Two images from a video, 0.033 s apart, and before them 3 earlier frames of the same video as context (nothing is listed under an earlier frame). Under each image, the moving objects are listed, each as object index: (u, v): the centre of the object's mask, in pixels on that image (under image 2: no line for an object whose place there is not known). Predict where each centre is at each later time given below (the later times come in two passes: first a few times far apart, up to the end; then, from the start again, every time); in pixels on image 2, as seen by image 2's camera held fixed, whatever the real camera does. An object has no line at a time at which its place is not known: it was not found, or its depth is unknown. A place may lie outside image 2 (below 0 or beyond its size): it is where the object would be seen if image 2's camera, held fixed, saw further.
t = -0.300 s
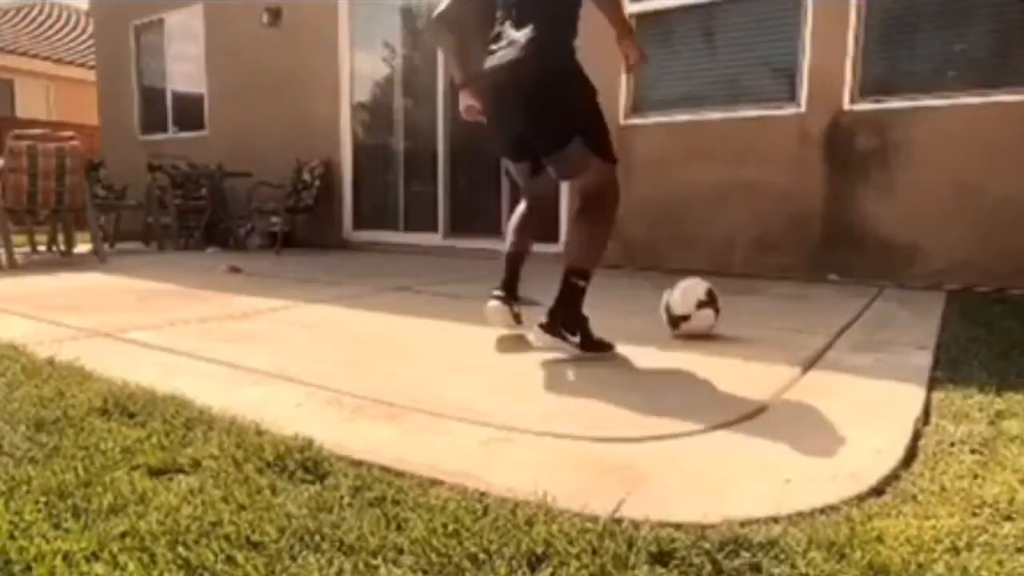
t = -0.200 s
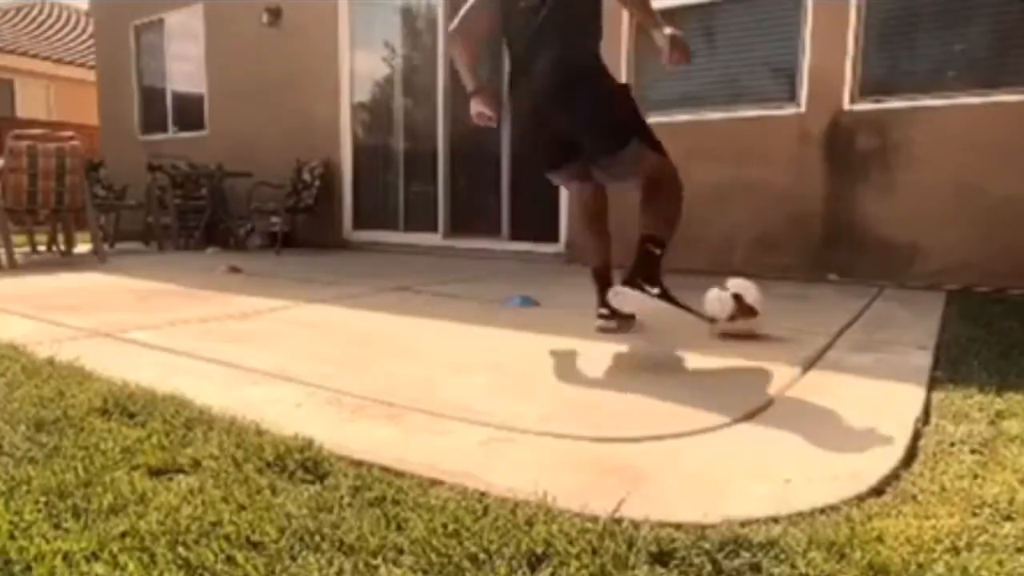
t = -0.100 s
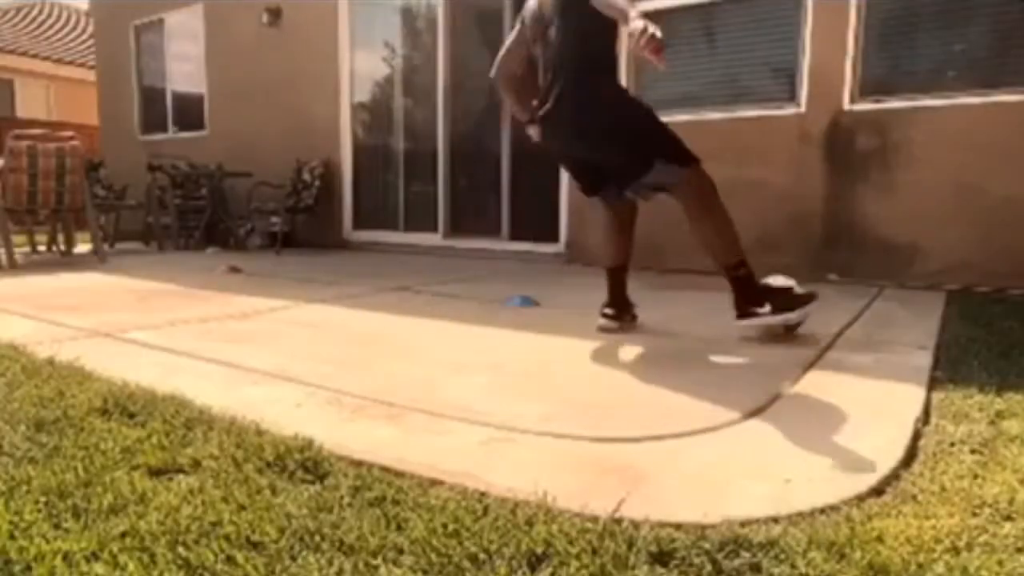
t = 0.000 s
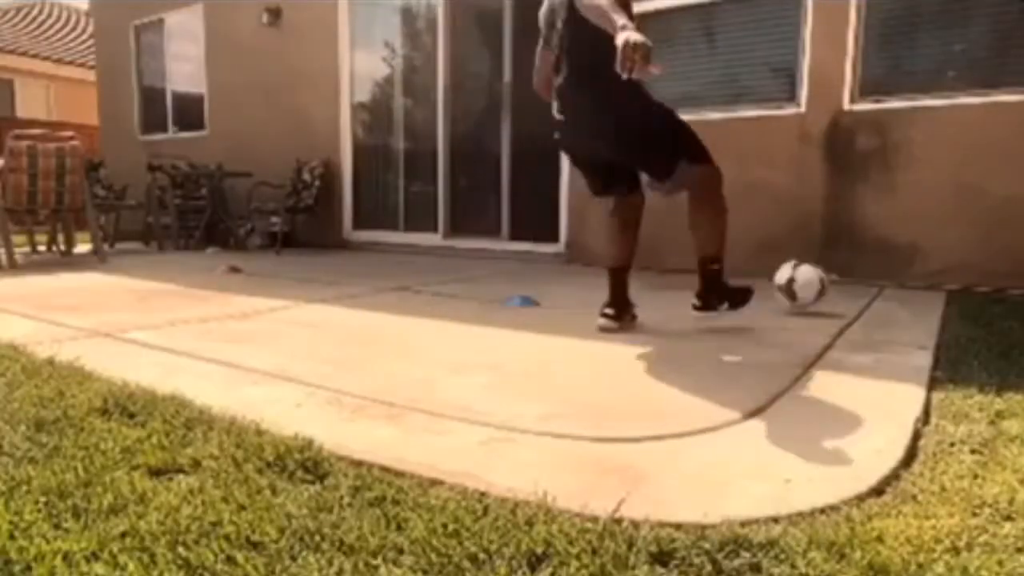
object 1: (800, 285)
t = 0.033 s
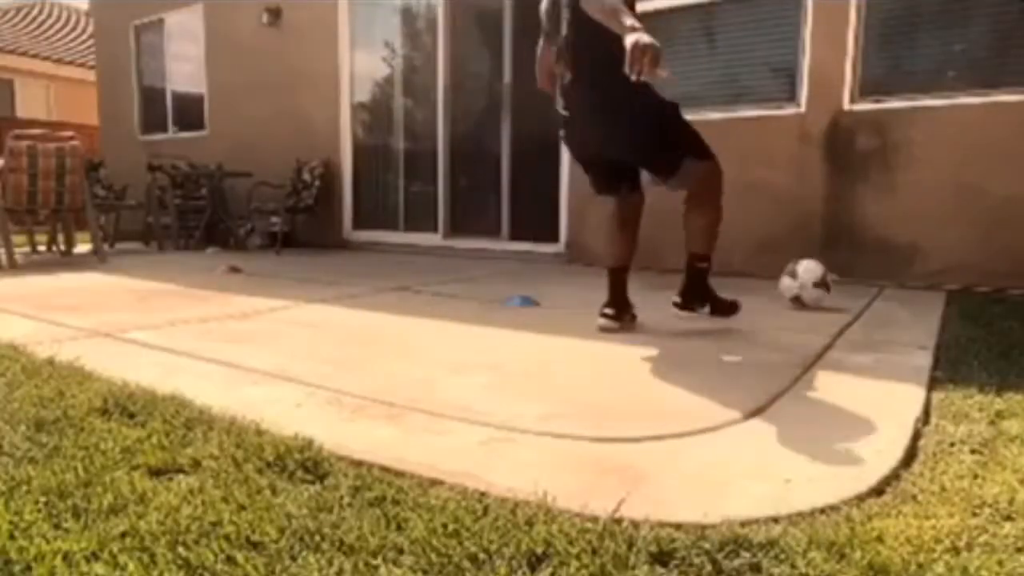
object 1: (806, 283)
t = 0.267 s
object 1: (832, 264)
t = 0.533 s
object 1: (757, 255)
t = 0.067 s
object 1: (810, 281)
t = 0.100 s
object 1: (815, 277)
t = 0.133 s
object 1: (819, 275)
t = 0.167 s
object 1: (824, 274)
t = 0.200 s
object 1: (825, 270)
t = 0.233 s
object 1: (828, 266)
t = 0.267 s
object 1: (832, 264)
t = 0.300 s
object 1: (826, 257)
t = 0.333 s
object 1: (819, 251)
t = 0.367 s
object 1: (809, 247)
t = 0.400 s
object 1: (799, 243)
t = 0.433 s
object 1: (789, 242)
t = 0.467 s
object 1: (779, 244)
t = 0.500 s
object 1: (768, 249)
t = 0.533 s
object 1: (757, 255)
